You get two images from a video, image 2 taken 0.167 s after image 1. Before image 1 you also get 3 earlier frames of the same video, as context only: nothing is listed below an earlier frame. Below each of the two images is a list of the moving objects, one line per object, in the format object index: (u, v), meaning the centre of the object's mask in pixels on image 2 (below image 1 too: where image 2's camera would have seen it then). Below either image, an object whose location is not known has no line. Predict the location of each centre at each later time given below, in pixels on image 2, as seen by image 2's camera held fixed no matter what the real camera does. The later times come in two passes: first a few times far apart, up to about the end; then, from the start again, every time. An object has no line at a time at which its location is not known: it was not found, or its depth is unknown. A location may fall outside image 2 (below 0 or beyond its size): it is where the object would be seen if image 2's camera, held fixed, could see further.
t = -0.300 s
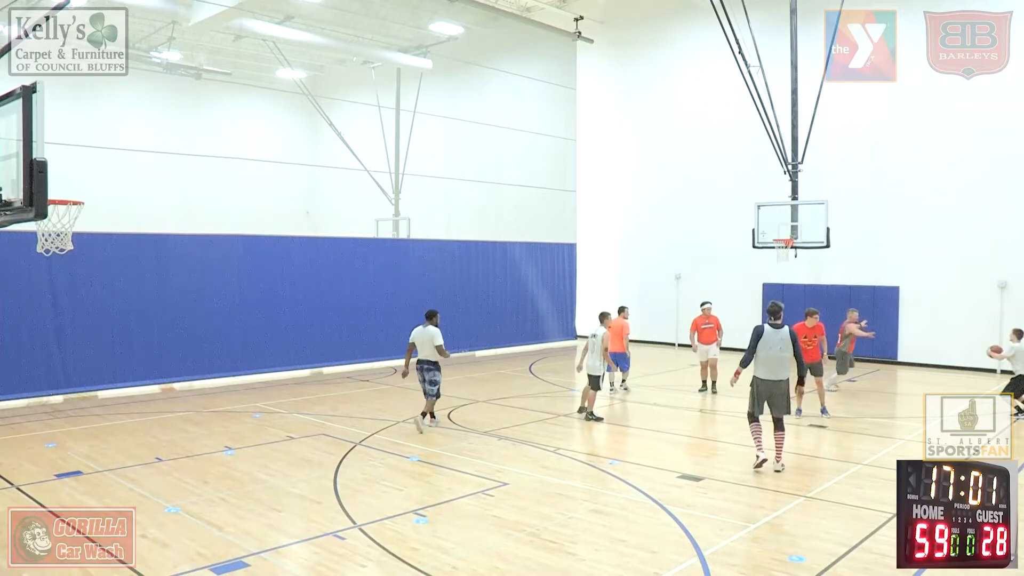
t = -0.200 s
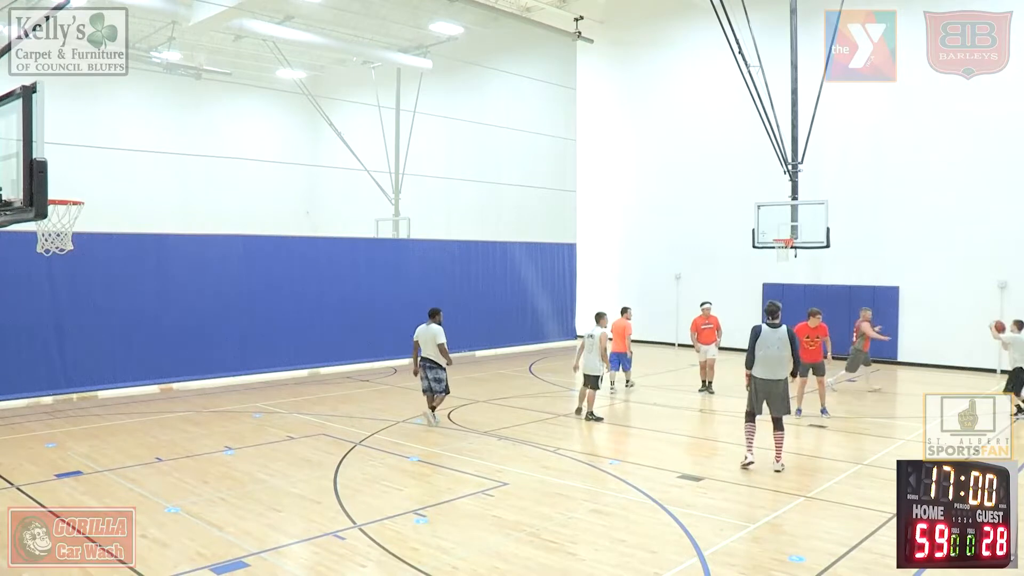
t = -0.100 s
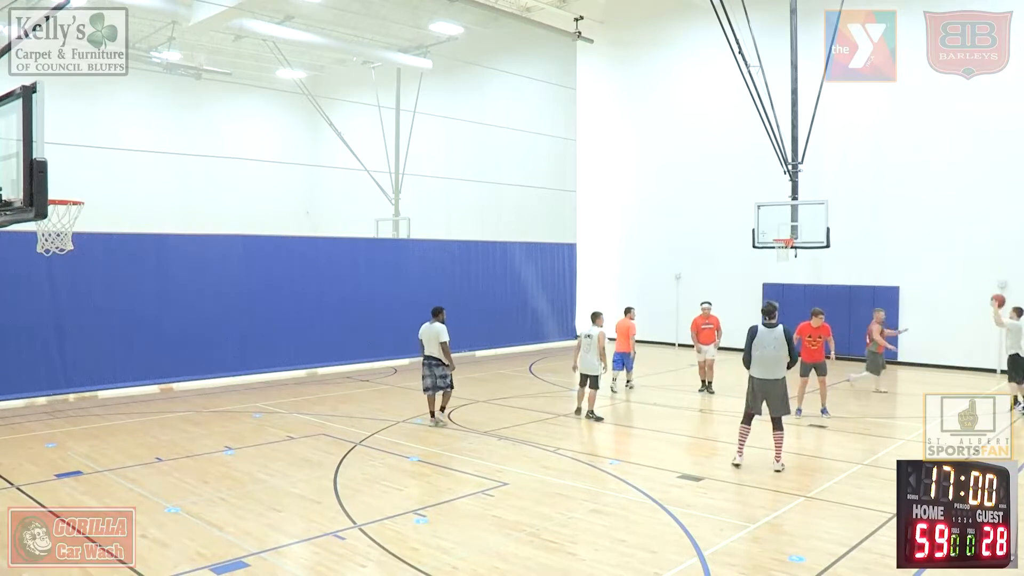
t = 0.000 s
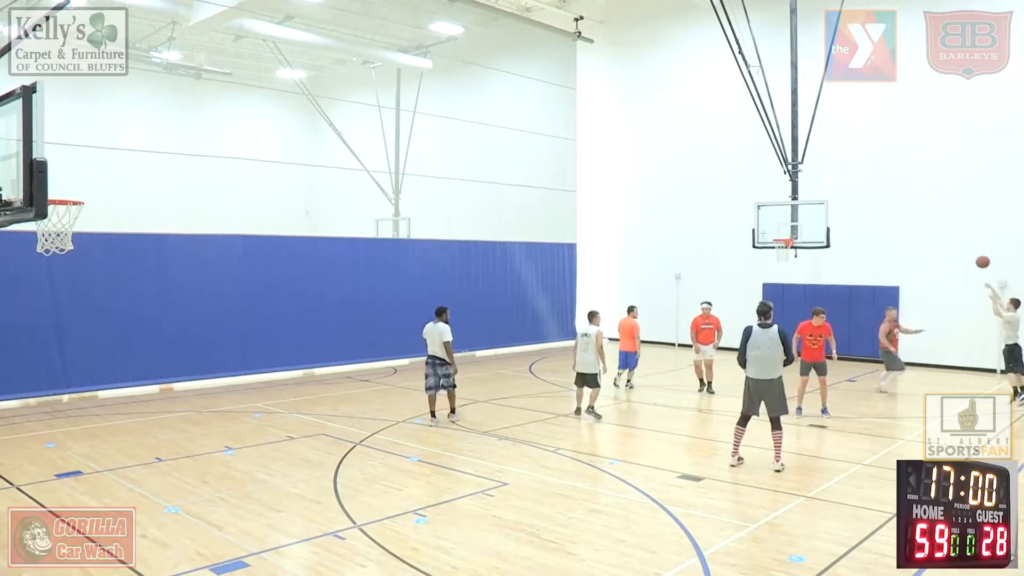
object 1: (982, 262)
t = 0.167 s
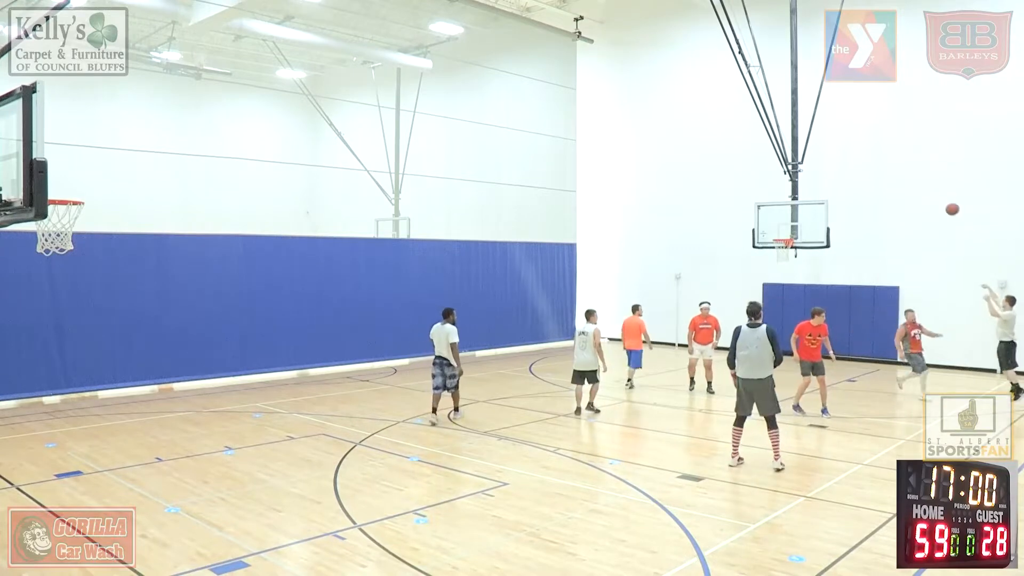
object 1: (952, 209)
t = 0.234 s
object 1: (940, 193)
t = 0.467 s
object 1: (903, 160)
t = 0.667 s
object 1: (874, 154)
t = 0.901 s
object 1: (843, 171)
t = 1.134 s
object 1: (815, 209)
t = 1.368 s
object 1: (807, 243)
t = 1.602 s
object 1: (819, 256)
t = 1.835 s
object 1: (830, 293)
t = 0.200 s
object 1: (946, 201)
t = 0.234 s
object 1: (940, 193)
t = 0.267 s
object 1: (935, 187)
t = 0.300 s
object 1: (929, 181)
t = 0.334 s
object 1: (924, 175)
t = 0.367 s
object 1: (918, 171)
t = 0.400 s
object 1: (913, 166)
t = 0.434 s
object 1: (908, 163)
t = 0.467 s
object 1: (903, 160)
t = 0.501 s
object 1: (898, 158)
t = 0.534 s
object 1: (893, 156)
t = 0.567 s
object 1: (888, 155)
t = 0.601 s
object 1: (883, 154)
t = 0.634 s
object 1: (879, 154)
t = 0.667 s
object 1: (874, 154)
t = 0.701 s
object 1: (869, 155)
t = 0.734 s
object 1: (865, 157)
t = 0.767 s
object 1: (861, 159)
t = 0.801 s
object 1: (856, 161)
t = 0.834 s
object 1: (852, 164)
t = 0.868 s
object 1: (847, 167)
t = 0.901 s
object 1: (843, 171)
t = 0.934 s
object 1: (839, 175)
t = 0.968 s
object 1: (835, 180)
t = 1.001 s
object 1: (831, 185)
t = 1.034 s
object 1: (827, 190)
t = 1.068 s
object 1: (823, 196)
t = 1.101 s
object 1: (819, 202)
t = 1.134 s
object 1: (815, 209)
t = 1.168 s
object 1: (811, 216)
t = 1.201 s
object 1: (807, 223)
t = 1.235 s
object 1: (804, 231)
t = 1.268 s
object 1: (799, 236)
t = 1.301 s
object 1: (799, 239)
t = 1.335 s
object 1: (803, 242)
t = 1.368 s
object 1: (807, 243)
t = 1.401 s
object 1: (809, 245)
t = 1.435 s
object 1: (811, 245)
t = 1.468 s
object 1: (813, 247)
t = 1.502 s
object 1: (814, 248)
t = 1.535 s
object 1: (816, 251)
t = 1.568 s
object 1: (818, 253)
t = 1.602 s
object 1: (819, 256)
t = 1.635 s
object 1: (821, 260)
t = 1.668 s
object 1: (822, 264)
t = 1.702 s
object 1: (824, 269)
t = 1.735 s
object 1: (825, 274)
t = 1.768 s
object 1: (827, 280)
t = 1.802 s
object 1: (829, 286)
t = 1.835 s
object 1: (830, 293)
